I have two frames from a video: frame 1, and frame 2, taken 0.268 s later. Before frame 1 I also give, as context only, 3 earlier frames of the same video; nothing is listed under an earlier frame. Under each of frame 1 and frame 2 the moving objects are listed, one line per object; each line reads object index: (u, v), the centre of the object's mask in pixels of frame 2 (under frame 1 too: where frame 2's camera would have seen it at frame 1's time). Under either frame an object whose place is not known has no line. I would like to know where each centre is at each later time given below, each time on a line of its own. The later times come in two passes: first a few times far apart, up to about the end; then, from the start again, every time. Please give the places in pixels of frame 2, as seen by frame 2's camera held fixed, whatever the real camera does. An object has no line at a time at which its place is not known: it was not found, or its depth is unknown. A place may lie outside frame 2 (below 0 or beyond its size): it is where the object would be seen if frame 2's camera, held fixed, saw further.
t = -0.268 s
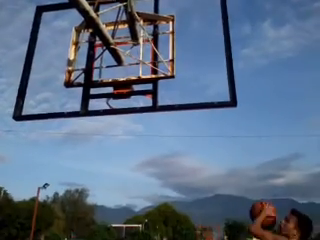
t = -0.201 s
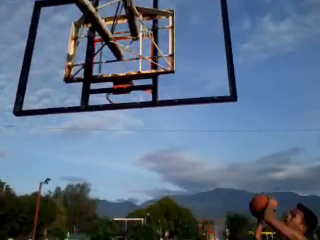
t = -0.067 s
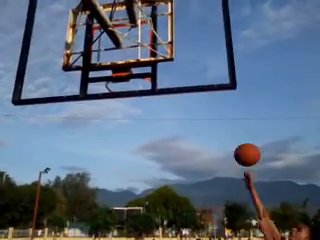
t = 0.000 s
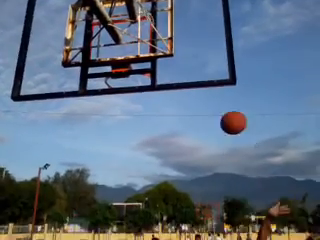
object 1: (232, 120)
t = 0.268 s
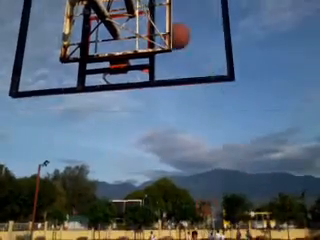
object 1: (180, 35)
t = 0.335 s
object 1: (167, 36)
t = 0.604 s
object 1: (141, 74)
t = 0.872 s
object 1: (119, 78)
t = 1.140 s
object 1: (91, 126)
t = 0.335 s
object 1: (167, 36)
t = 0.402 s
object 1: (163, 46)
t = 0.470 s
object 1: (160, 63)
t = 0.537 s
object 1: (149, 71)
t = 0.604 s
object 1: (141, 74)
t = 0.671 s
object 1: (138, 75)
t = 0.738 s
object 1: (132, 77)
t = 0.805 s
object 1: (126, 78)
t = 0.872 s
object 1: (119, 78)
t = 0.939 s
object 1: (113, 84)
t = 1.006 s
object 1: (106, 95)
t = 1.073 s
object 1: (99, 107)
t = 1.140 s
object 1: (91, 126)
